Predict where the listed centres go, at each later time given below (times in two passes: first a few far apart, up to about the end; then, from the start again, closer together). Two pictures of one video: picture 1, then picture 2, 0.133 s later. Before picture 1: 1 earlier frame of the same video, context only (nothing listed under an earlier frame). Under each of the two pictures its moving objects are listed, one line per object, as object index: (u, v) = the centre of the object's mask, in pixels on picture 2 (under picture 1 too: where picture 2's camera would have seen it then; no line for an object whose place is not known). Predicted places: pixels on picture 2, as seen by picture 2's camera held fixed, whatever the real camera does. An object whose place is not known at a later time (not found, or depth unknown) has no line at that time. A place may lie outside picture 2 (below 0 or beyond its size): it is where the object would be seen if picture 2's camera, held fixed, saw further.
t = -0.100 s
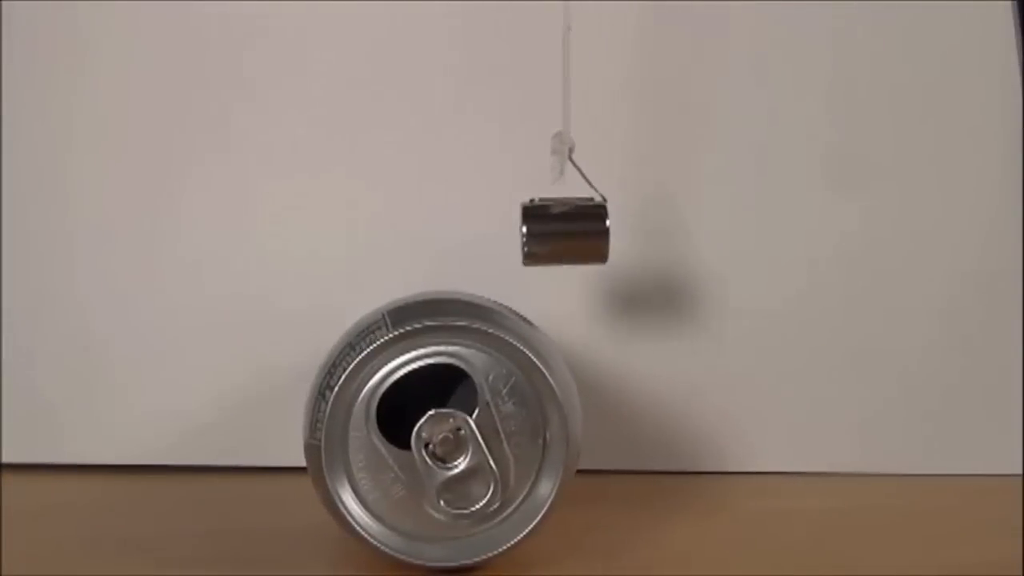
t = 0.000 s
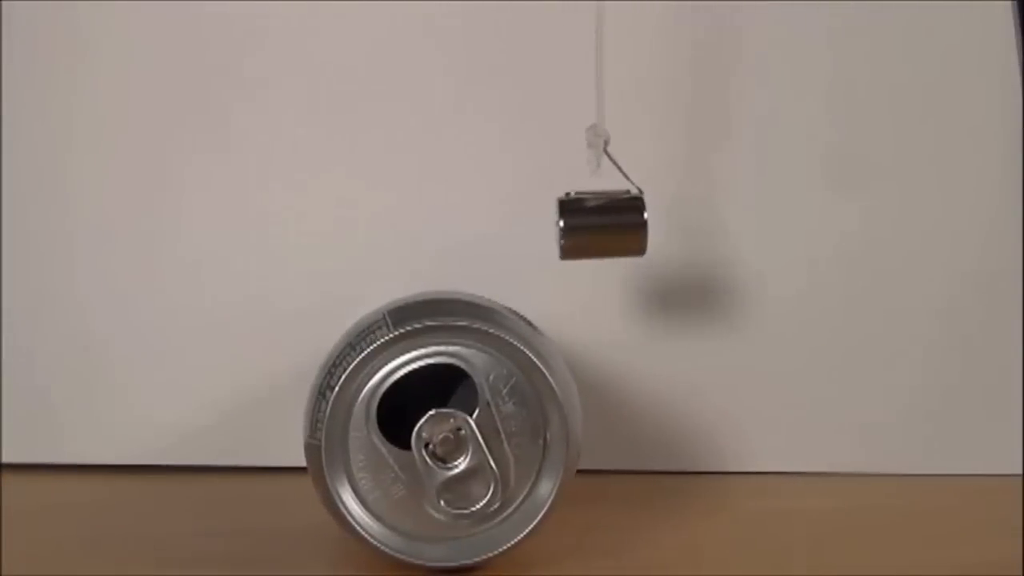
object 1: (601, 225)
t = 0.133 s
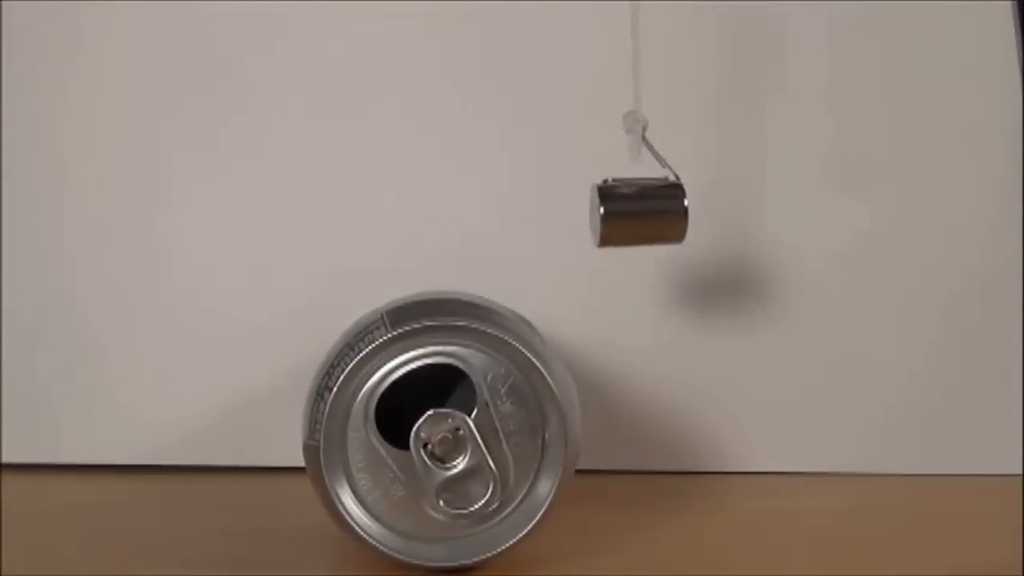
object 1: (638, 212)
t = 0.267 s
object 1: (657, 201)
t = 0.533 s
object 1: (619, 229)
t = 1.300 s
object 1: (224, 220)
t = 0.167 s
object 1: (645, 210)
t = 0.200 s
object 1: (650, 207)
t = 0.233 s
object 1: (654, 203)
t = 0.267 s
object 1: (657, 201)
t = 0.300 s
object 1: (658, 201)
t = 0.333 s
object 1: (658, 201)
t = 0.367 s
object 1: (657, 203)
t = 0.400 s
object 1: (654, 209)
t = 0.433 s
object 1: (648, 214)
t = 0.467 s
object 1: (641, 220)
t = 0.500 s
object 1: (631, 225)
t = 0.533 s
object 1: (619, 229)
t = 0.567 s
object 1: (604, 232)
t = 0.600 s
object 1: (586, 235)
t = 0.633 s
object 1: (564, 236)
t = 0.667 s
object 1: (539, 236)
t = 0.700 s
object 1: (511, 235)
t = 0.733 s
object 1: (480, 233)
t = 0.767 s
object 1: (445, 230)
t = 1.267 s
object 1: (190, 214)
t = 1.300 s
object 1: (224, 220)
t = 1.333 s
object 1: (267, 226)
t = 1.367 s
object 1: (316, 230)
